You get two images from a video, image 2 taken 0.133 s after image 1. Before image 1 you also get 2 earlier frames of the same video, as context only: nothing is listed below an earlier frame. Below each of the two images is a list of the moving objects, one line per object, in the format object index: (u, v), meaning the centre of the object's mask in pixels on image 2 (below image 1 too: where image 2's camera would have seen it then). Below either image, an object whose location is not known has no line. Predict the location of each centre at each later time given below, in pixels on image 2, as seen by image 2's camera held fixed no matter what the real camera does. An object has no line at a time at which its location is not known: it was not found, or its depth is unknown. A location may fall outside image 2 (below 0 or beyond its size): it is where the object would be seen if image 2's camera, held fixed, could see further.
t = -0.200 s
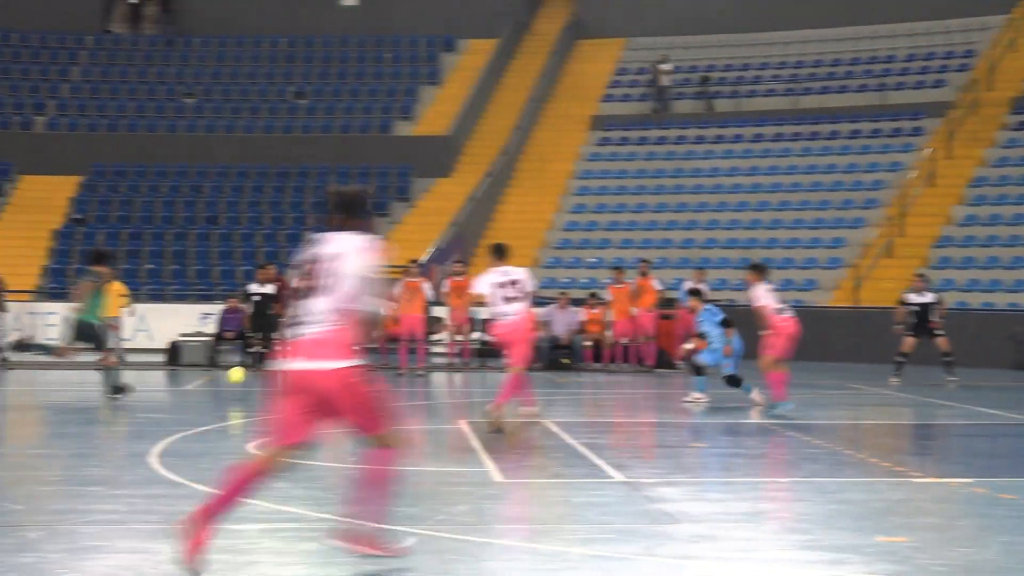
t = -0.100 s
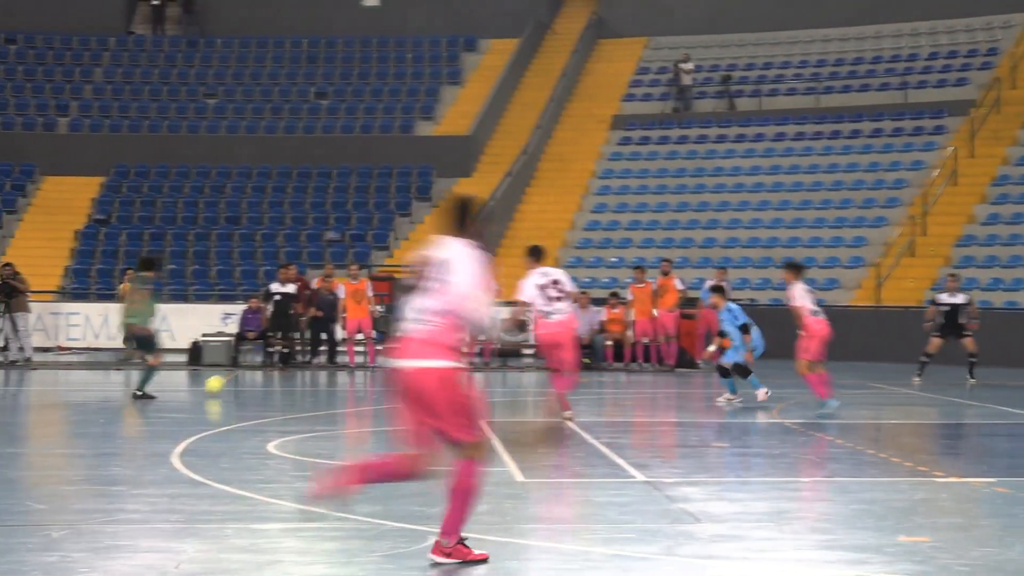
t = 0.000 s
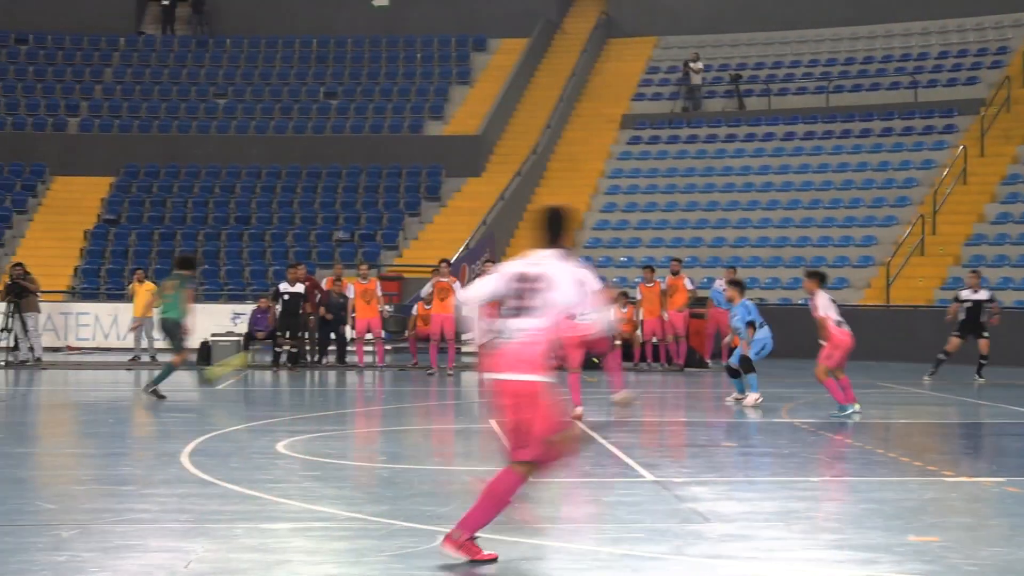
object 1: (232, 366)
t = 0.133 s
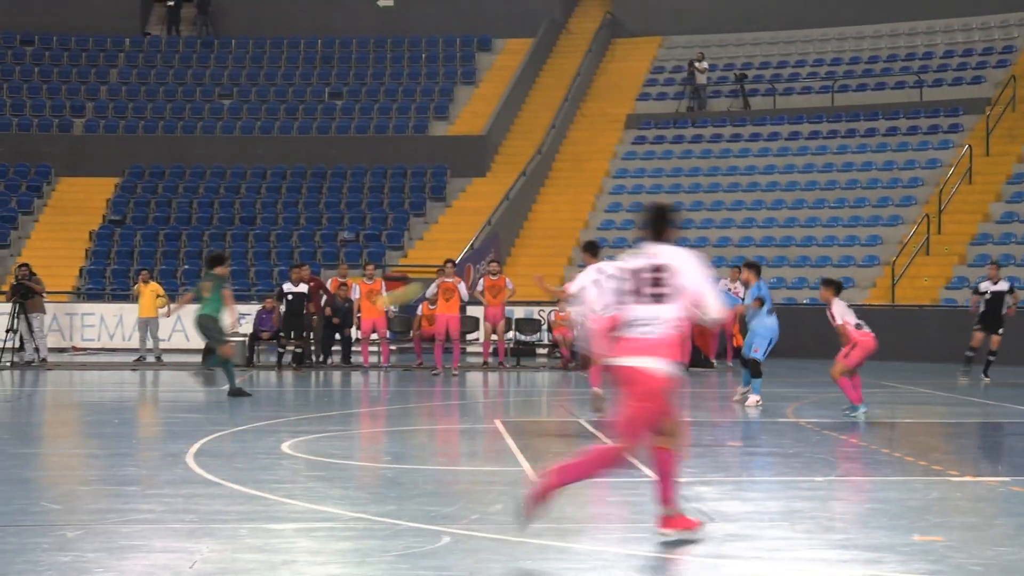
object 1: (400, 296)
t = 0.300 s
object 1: (612, 225)
